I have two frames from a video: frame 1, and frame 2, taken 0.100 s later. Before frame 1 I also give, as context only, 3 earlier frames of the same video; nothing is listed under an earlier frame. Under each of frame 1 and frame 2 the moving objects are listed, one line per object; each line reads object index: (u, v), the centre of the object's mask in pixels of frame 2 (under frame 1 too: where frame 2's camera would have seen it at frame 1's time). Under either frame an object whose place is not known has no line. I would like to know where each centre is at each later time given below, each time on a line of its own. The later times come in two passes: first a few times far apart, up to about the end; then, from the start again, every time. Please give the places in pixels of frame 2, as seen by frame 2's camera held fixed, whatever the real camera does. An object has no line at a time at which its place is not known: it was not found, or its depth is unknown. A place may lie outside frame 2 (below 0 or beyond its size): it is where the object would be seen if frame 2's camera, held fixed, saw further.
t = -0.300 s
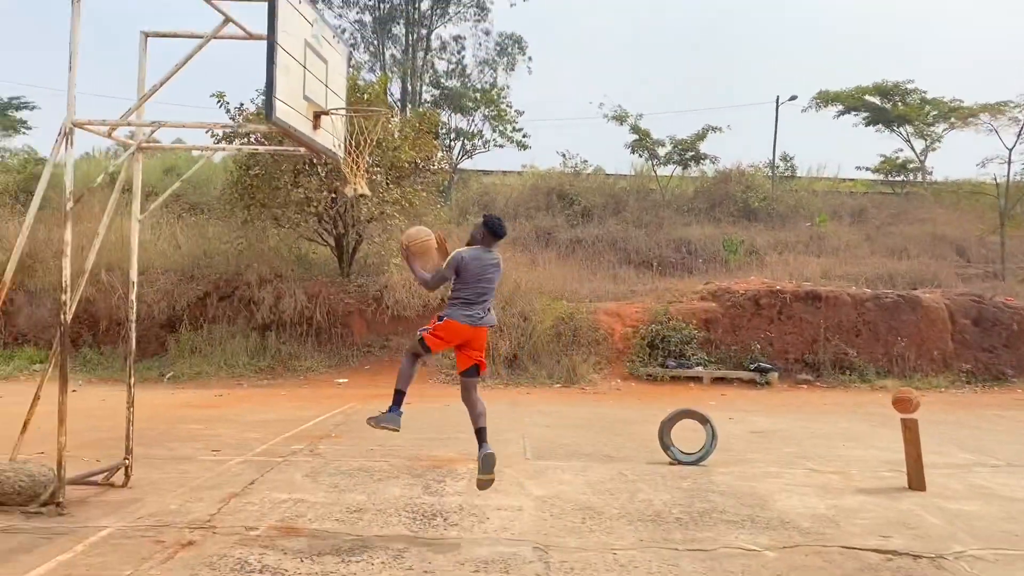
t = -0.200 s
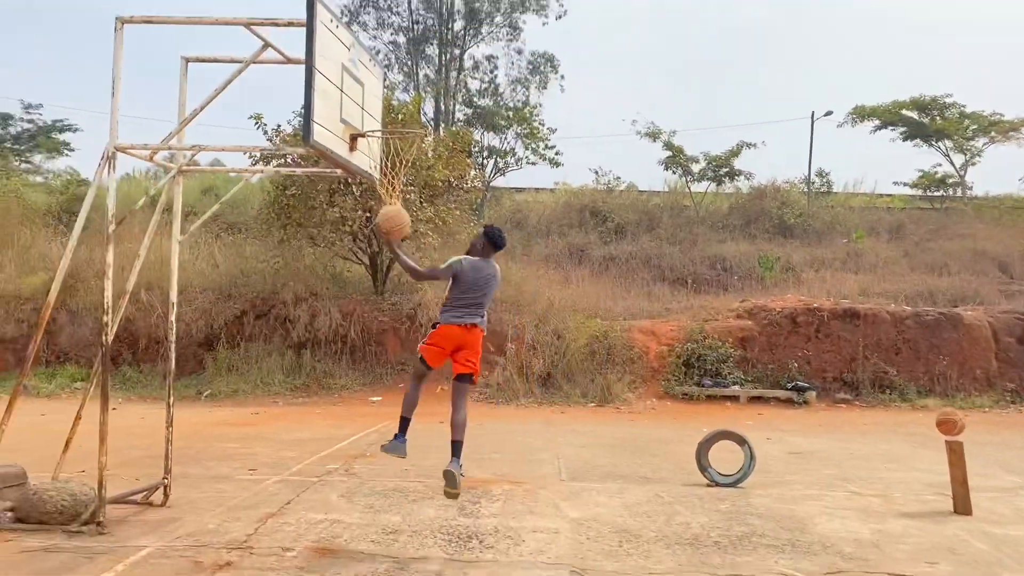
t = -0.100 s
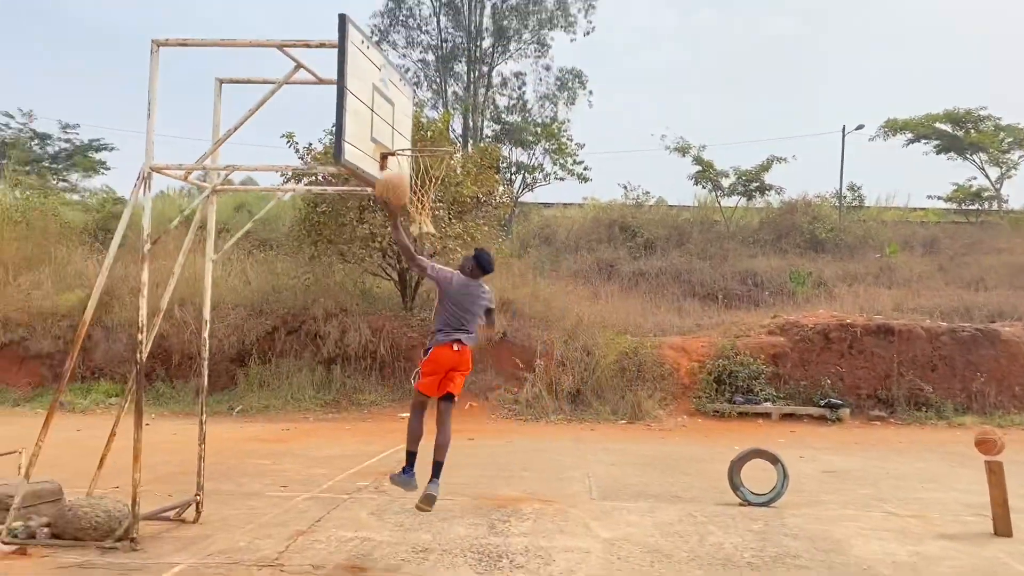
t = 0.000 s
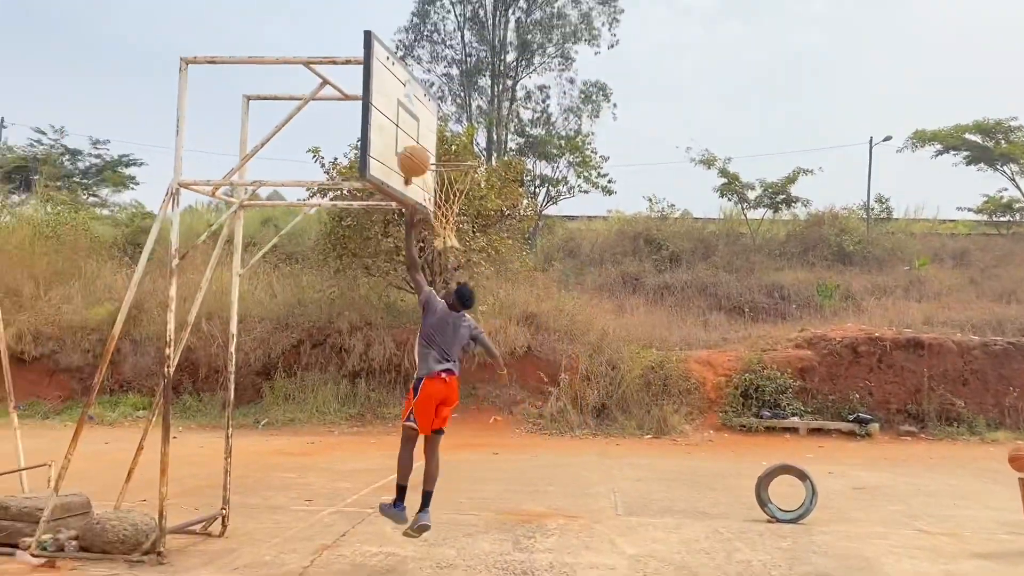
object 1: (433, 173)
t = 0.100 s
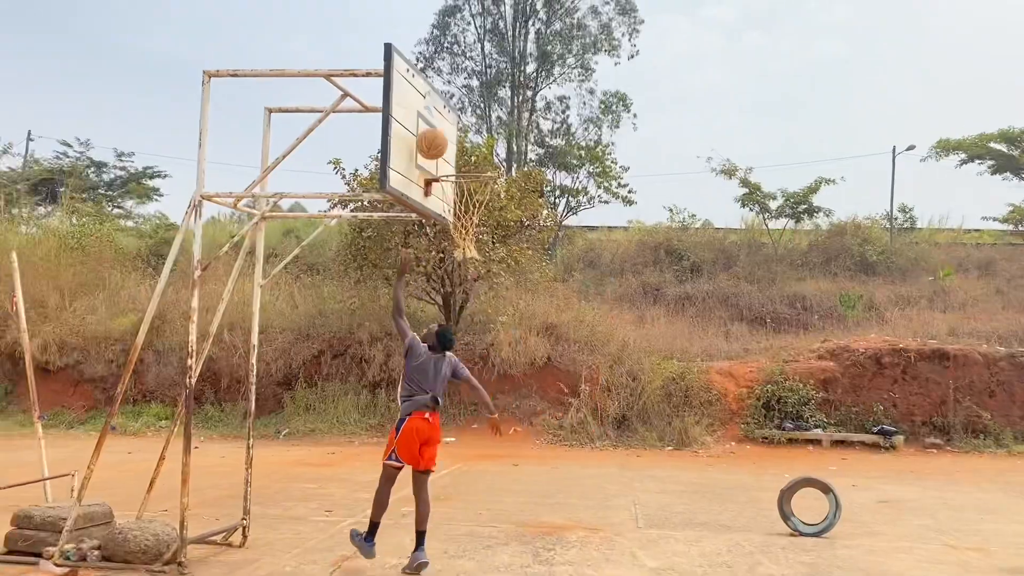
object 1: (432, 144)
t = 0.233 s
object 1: (439, 126)
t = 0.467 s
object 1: (463, 147)
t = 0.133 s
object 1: (431, 137)
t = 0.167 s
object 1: (431, 133)
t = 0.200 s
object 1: (435, 129)
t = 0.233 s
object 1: (439, 126)
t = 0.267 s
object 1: (443, 125)
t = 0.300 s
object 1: (446, 126)
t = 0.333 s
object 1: (450, 127)
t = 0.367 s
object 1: (453, 130)
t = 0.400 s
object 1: (457, 134)
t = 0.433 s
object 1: (460, 140)
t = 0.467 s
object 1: (463, 147)
